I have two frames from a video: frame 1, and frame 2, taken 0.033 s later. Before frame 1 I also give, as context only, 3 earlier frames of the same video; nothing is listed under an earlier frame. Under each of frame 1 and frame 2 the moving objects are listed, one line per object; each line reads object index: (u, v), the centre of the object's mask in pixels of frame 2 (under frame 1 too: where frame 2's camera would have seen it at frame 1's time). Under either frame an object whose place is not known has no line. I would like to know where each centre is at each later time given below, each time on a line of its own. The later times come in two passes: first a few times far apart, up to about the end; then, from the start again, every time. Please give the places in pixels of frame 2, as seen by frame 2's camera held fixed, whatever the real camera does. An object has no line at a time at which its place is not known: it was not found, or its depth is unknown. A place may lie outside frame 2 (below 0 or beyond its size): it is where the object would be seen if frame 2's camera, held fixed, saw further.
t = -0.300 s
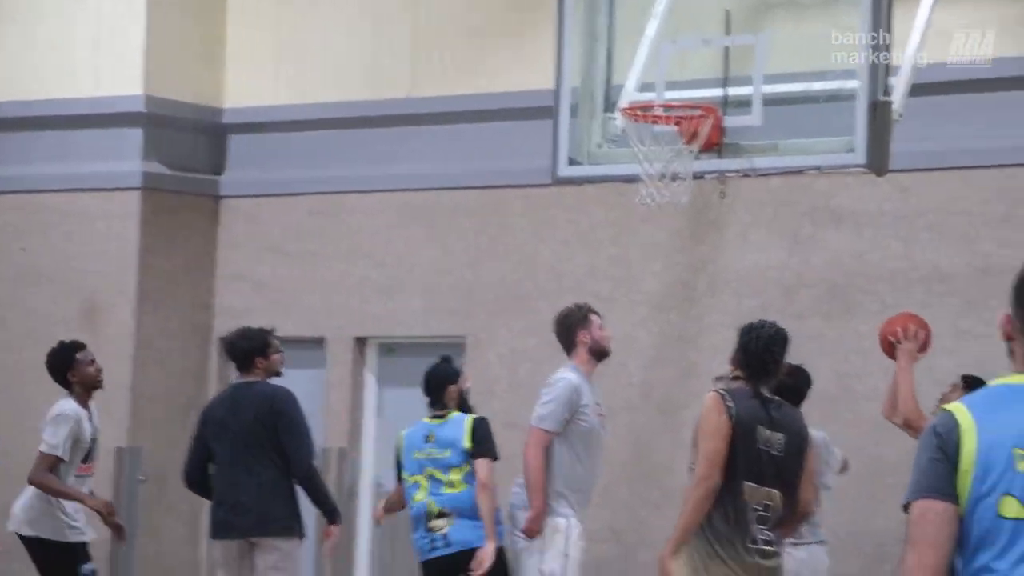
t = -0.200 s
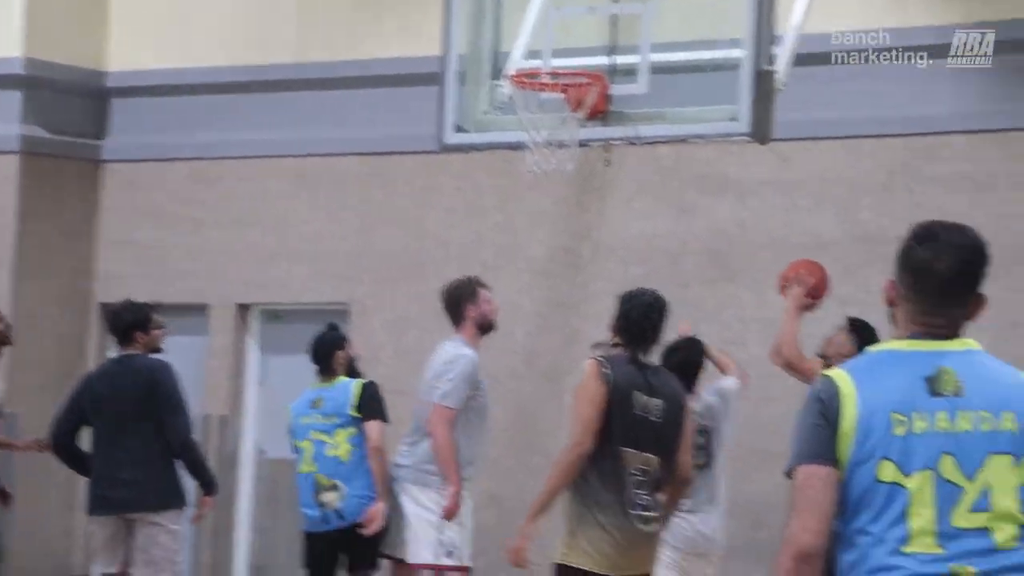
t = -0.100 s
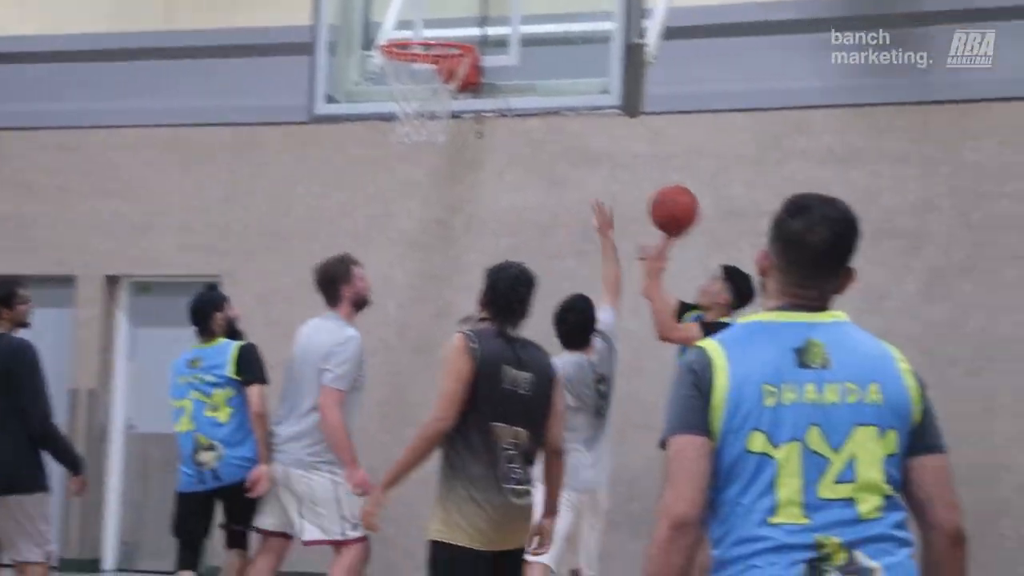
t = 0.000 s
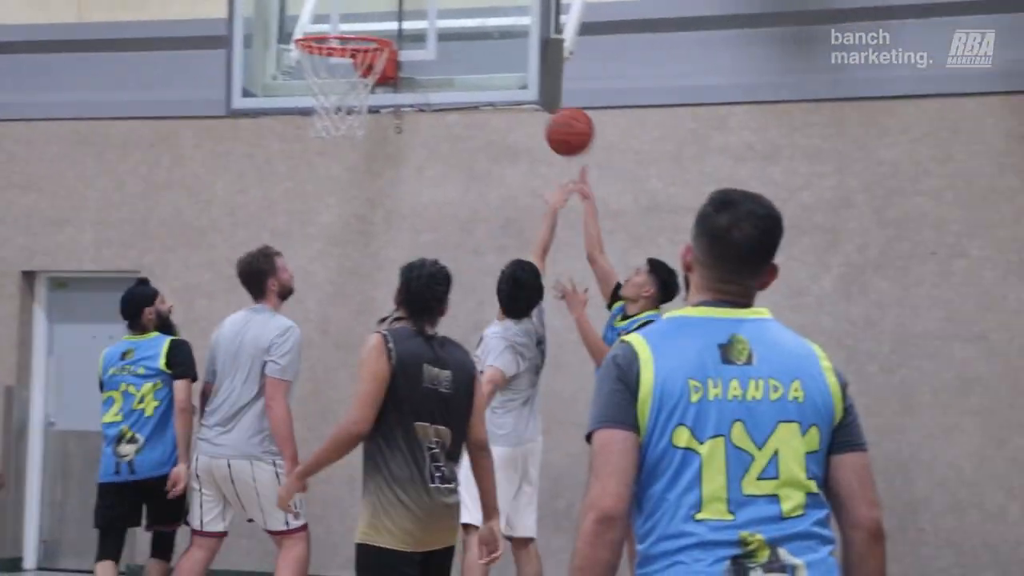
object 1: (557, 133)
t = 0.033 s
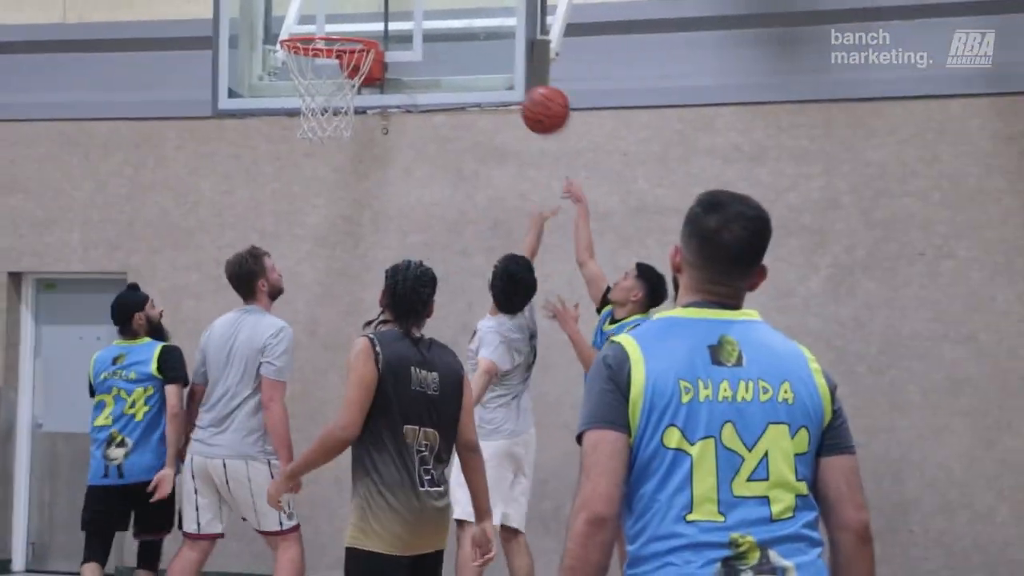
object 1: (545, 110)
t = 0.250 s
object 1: (474, 15)
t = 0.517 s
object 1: (389, 26)
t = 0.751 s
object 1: (451, 43)
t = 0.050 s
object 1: (540, 99)
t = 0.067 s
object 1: (535, 90)
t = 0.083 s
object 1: (530, 80)
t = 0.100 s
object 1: (524, 71)
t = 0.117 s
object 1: (518, 63)
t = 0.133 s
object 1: (513, 55)
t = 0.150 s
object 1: (507, 48)
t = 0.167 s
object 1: (502, 41)
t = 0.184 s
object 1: (496, 34)
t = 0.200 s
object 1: (491, 29)
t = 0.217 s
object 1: (485, 24)
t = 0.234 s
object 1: (479, 19)
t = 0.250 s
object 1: (474, 15)
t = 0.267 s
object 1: (468, 12)
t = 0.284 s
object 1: (462, 9)
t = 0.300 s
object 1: (457, 7)
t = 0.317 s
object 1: (451, 5)
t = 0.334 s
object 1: (446, 4)
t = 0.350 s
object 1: (440, 3)
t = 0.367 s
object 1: (435, 3)
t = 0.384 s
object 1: (429, 4)
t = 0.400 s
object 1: (423, 5)
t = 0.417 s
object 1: (418, 7)
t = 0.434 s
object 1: (412, 9)
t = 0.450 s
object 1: (406, 12)
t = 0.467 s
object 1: (401, 15)
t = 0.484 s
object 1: (396, 19)
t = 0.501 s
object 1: (390, 24)
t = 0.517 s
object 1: (389, 26)
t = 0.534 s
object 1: (394, 24)
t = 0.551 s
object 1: (398, 22)
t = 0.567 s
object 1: (402, 20)
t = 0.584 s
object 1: (407, 19)
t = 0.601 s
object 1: (411, 19)
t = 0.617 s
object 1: (416, 20)
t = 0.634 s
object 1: (420, 20)
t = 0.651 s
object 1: (425, 22)
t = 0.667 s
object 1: (429, 24)
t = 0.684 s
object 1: (434, 27)
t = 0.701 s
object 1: (438, 30)
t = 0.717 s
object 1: (442, 34)
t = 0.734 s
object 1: (447, 38)
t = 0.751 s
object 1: (451, 43)
